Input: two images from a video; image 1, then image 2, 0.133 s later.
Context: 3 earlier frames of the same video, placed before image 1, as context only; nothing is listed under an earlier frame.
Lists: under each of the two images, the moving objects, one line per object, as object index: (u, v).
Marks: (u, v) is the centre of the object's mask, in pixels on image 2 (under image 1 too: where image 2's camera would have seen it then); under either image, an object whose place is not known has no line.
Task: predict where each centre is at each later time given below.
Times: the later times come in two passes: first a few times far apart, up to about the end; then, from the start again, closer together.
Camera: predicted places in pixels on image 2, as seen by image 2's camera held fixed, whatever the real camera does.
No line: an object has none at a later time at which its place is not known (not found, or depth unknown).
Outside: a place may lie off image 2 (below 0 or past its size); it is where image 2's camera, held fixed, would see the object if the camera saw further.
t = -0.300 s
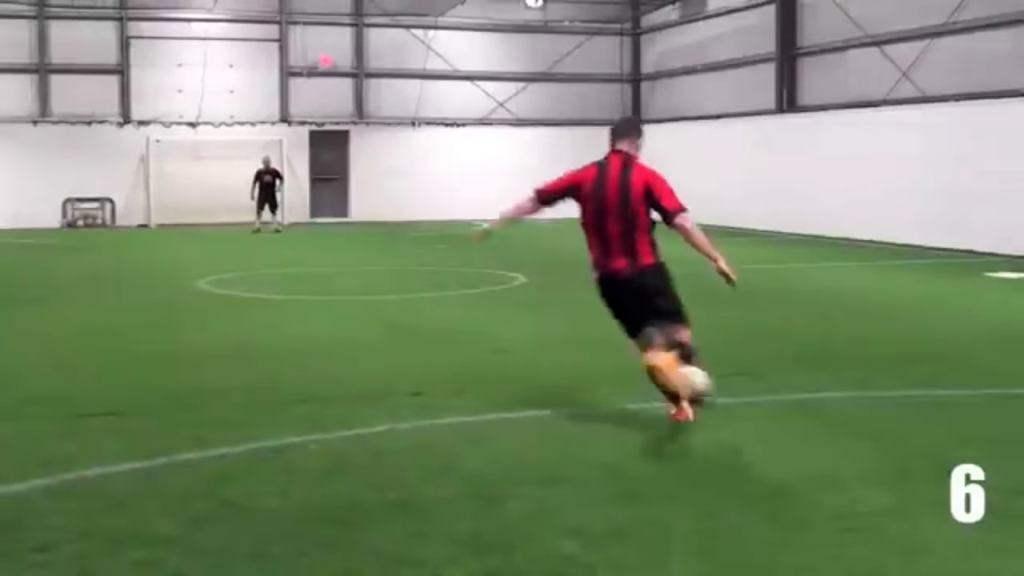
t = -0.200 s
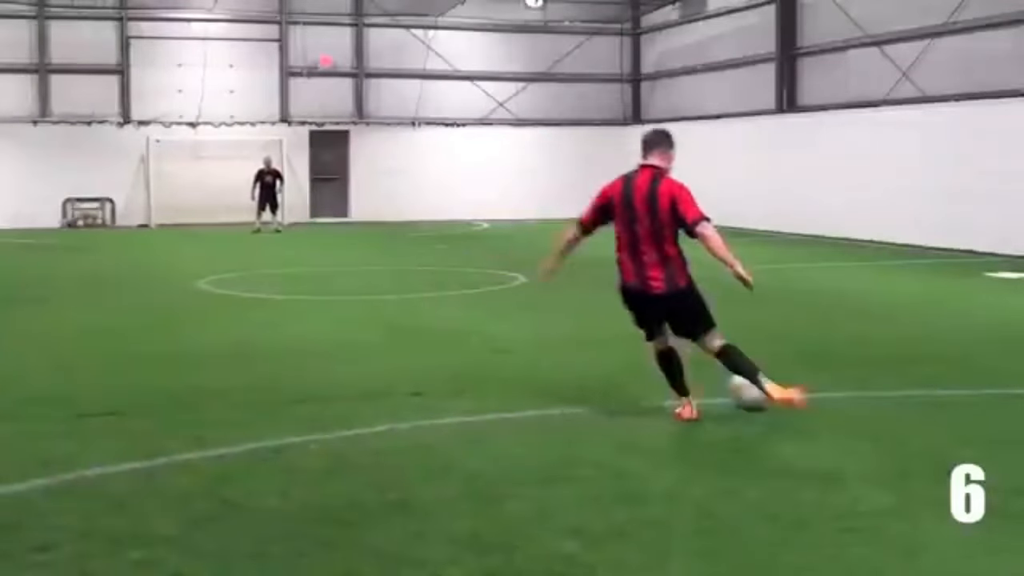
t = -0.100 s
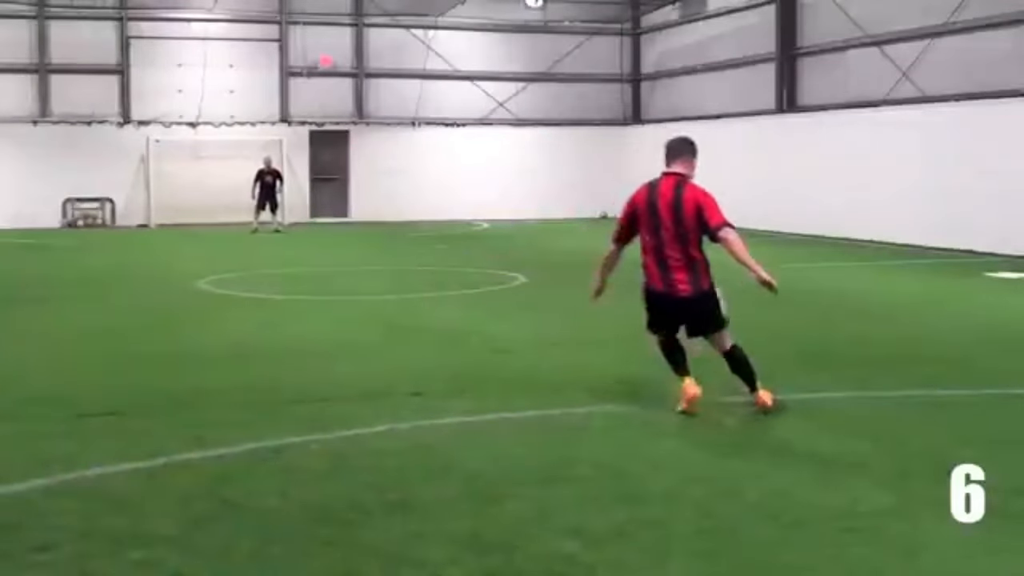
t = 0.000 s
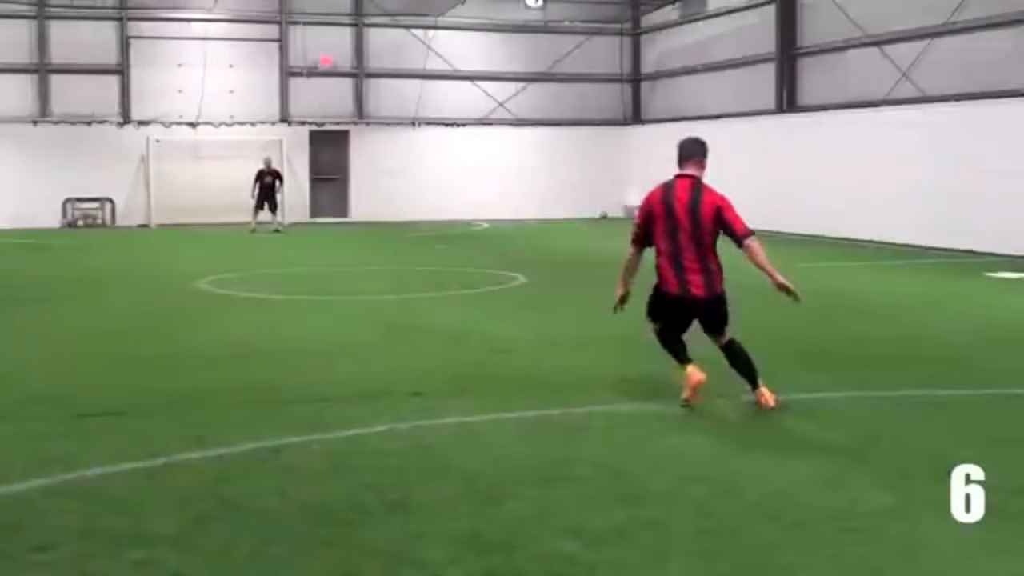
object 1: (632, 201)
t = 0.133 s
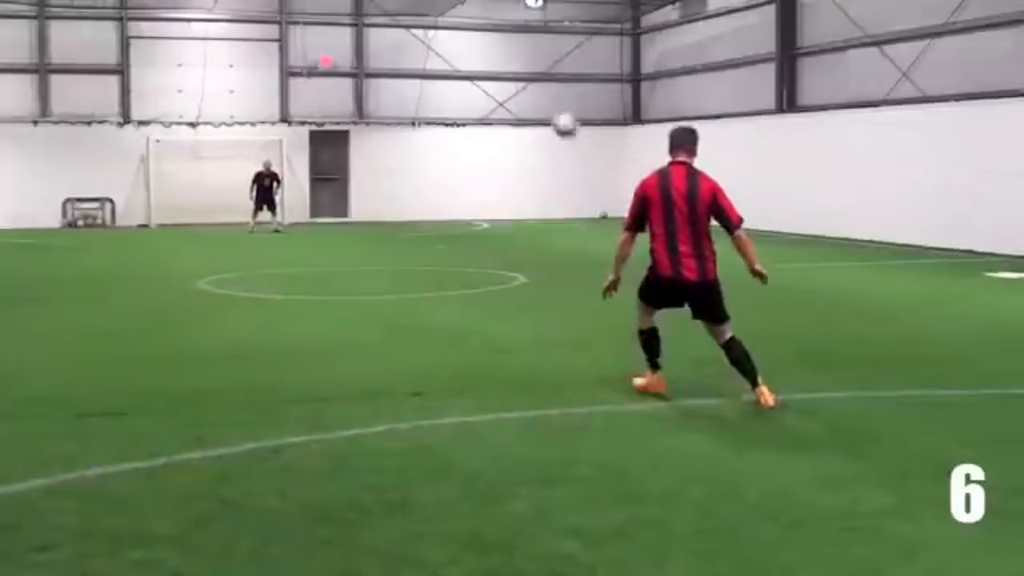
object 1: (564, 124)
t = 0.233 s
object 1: (523, 88)
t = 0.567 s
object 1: (427, 54)
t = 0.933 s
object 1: (360, 96)
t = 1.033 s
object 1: (352, 111)
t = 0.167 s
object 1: (550, 109)
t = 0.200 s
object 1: (535, 98)
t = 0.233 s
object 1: (523, 88)
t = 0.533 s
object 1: (435, 52)
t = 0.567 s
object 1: (427, 54)
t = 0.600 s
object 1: (419, 56)
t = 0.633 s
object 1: (413, 59)
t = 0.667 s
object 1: (406, 61)
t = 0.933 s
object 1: (360, 96)
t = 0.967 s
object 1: (357, 104)
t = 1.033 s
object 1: (352, 111)
